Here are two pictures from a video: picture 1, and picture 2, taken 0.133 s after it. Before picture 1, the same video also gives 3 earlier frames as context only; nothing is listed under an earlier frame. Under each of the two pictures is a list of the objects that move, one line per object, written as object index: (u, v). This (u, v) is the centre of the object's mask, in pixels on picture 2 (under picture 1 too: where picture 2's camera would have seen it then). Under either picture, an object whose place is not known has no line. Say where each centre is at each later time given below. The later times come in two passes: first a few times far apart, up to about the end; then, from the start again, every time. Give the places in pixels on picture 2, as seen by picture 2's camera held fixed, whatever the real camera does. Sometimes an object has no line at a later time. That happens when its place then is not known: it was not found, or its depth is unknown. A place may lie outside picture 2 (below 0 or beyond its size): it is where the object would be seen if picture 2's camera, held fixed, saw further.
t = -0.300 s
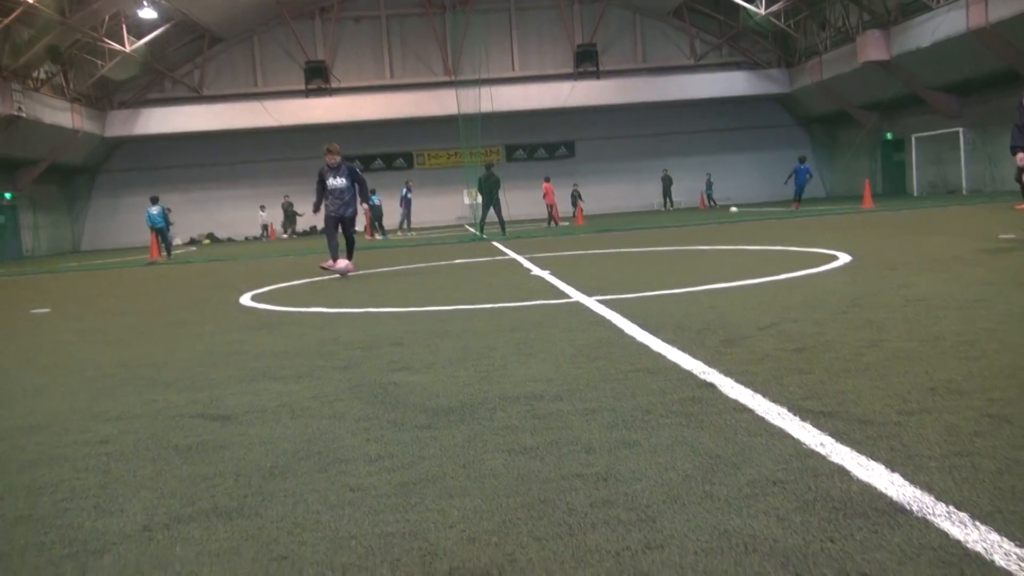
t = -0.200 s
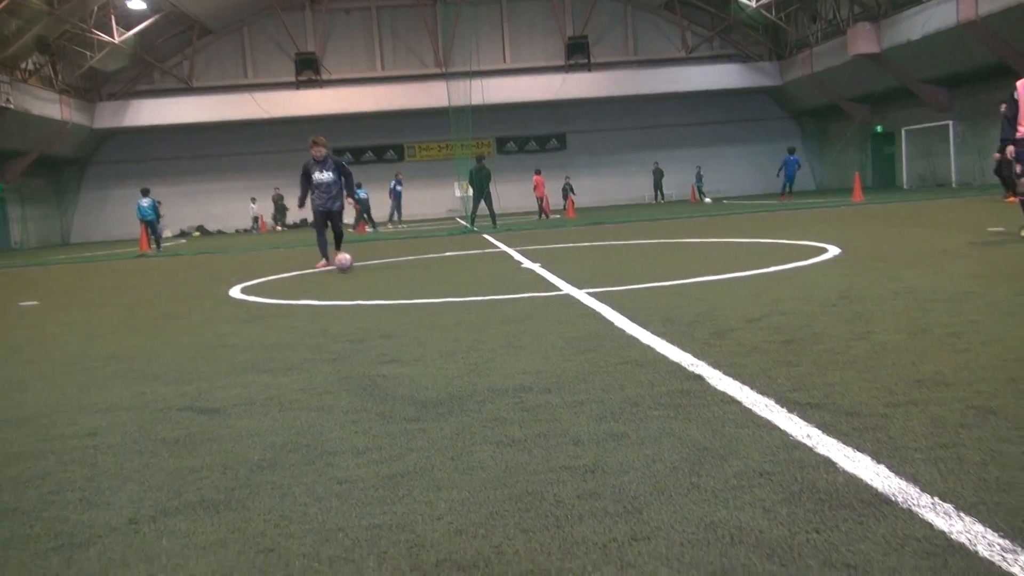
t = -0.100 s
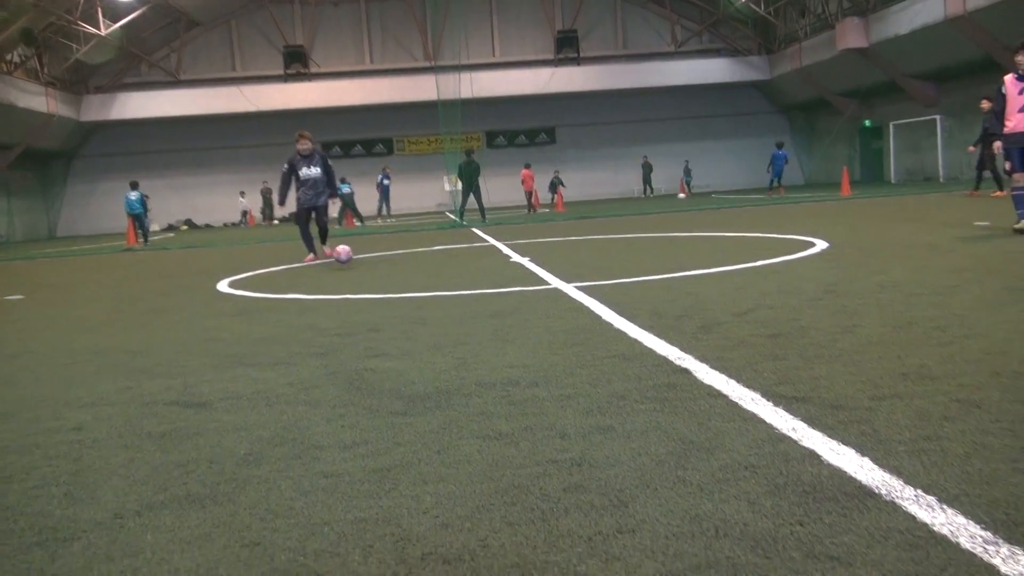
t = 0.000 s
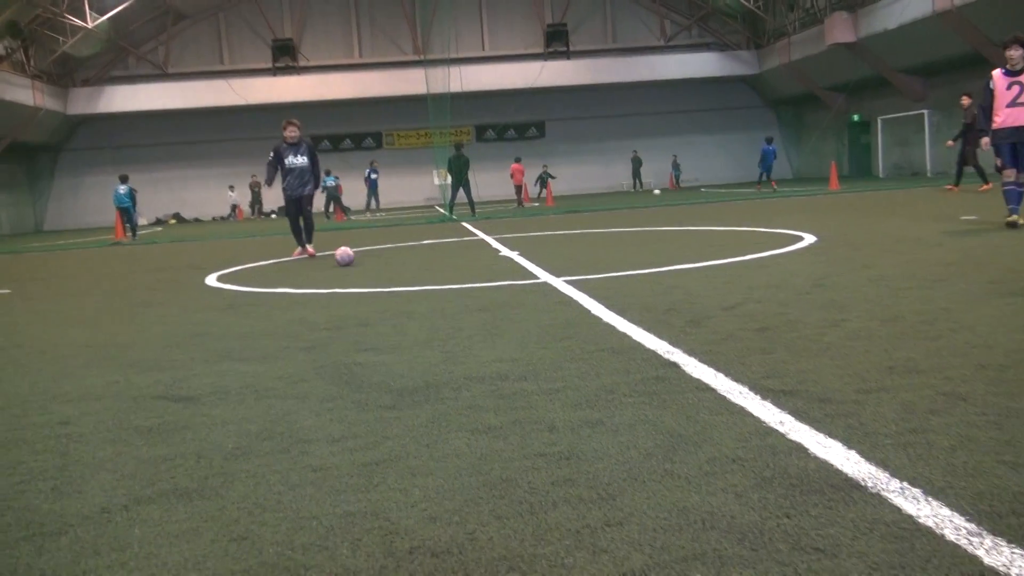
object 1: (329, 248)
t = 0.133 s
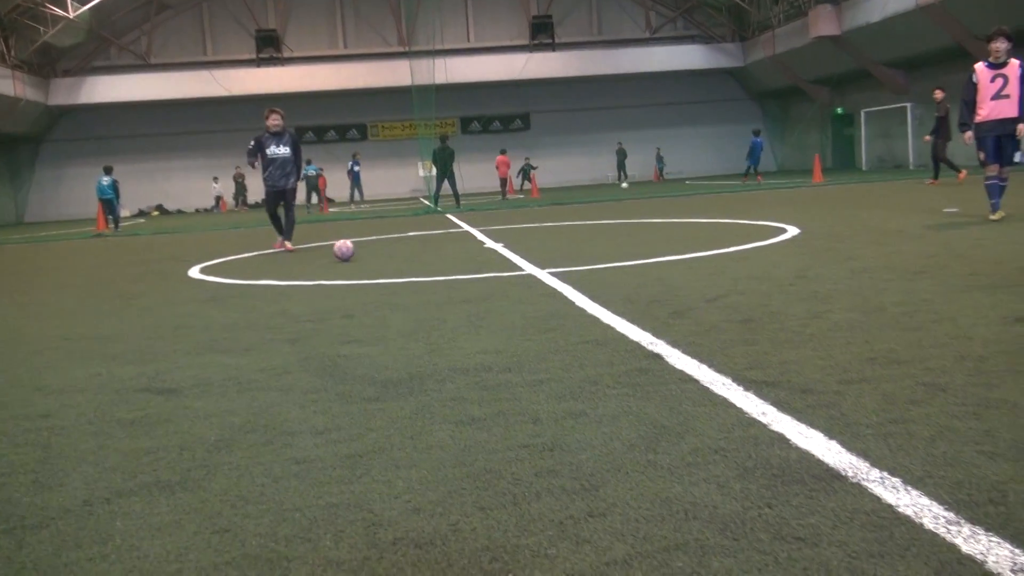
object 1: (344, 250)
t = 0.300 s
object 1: (364, 254)
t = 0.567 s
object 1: (400, 261)
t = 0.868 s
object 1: (451, 269)
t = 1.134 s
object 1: (509, 279)
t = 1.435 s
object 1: (597, 293)
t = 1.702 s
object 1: (704, 311)
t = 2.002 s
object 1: (880, 340)
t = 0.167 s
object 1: (348, 252)
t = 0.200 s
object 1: (352, 251)
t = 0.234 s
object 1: (355, 251)
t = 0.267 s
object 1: (359, 252)
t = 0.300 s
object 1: (364, 254)
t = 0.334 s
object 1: (368, 255)
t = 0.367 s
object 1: (372, 254)
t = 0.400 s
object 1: (376, 255)
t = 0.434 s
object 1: (381, 257)
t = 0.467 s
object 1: (386, 258)
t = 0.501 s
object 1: (390, 258)
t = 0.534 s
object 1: (395, 259)
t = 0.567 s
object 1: (400, 261)
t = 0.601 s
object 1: (405, 261)
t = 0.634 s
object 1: (410, 262)
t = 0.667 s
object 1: (416, 263)
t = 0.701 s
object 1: (421, 264)
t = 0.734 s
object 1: (427, 264)
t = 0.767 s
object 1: (432, 265)
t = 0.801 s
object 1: (438, 266)
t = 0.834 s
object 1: (444, 268)
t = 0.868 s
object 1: (451, 269)
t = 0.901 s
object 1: (457, 270)
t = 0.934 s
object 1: (464, 271)
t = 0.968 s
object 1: (471, 272)
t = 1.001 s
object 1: (478, 273)
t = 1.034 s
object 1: (486, 275)
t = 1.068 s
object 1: (493, 276)
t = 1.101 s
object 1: (501, 277)
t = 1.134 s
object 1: (509, 279)
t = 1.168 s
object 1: (517, 281)
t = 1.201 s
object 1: (527, 283)
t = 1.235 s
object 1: (535, 284)
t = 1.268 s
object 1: (545, 285)
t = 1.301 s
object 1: (555, 287)
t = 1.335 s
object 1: (565, 289)
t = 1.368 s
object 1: (575, 290)
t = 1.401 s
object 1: (586, 292)
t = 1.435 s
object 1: (597, 293)
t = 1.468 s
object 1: (608, 295)
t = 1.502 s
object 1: (620, 298)
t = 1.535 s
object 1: (633, 300)
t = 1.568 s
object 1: (645, 303)
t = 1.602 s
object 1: (659, 304)
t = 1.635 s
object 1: (673, 306)
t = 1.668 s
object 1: (688, 309)
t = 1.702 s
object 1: (704, 311)
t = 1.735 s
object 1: (719, 314)
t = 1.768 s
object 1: (736, 316)
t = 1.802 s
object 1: (754, 319)
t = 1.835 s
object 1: (772, 321)
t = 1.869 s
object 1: (791, 324)
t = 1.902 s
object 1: (813, 329)
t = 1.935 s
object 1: (833, 331)
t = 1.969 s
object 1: (856, 335)
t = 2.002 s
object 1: (880, 340)
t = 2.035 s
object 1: (905, 343)
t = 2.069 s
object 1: (931, 348)
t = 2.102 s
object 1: (959, 353)
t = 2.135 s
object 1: (989, 356)
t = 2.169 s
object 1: (1021, 364)
